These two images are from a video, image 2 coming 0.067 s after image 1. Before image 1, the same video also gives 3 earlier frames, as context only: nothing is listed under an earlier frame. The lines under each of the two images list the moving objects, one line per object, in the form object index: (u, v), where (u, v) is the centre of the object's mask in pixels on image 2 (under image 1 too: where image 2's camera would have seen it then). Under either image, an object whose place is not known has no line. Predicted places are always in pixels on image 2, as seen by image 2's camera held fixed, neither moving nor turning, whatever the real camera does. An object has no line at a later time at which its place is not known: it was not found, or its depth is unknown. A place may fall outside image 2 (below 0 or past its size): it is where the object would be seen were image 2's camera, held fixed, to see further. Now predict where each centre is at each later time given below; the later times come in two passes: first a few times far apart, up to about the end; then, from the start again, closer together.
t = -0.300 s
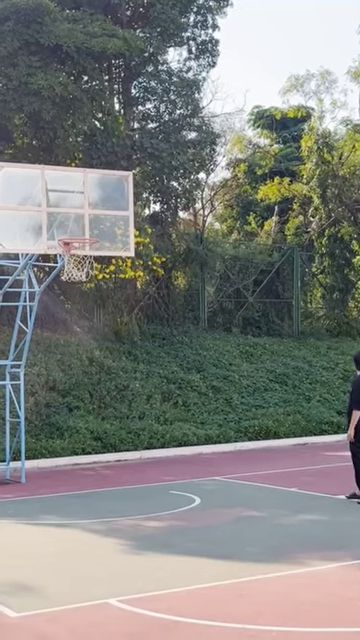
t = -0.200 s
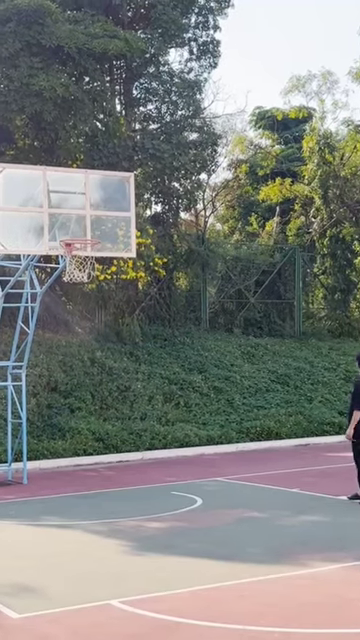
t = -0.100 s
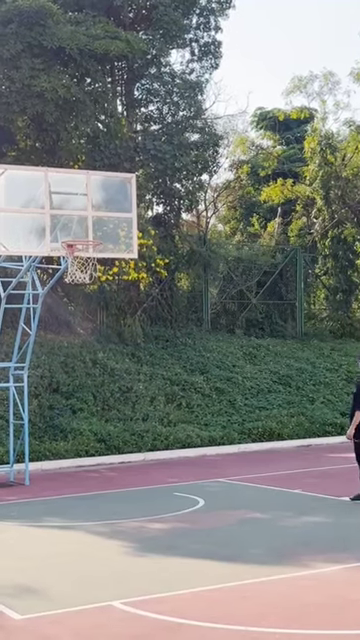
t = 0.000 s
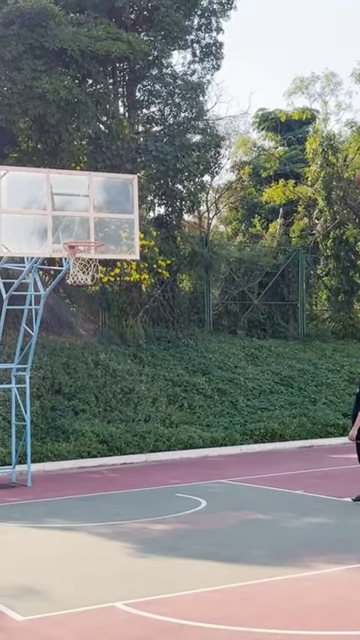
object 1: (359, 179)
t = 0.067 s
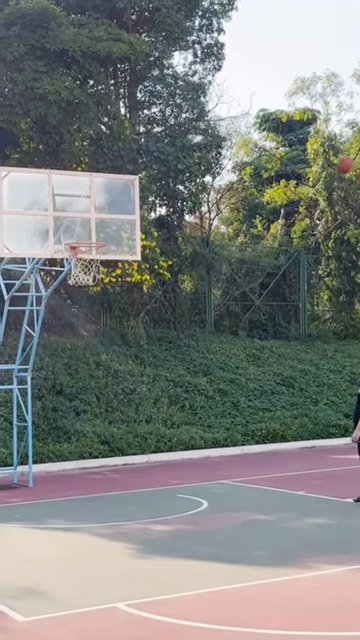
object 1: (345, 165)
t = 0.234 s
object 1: (291, 140)
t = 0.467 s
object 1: (212, 140)
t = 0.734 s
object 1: (120, 193)
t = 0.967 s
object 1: (107, 229)
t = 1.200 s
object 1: (182, 230)
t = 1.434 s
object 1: (267, 280)
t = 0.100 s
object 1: (333, 158)
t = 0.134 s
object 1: (323, 152)
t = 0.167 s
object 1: (311, 148)
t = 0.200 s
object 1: (301, 143)
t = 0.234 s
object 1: (291, 140)
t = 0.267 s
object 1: (280, 138)
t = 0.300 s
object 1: (269, 136)
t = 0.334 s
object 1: (258, 136)
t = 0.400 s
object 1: (234, 136)
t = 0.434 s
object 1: (223, 138)
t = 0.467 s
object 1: (212, 140)
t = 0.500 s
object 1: (202, 143)
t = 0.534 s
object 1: (191, 146)
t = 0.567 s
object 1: (179, 152)
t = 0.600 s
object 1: (167, 159)
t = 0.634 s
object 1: (155, 165)
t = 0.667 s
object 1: (144, 173)
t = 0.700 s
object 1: (132, 182)
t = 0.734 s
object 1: (120, 193)
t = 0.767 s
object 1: (107, 204)
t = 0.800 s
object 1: (95, 216)
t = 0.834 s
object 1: (82, 229)
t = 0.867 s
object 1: (74, 240)
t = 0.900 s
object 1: (84, 235)
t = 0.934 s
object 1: (95, 233)
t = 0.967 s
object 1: (107, 229)
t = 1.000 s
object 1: (116, 226)
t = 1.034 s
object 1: (127, 225)
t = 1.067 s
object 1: (138, 223)
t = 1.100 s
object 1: (149, 223)
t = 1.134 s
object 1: (159, 224)
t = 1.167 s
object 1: (171, 226)
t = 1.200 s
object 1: (182, 230)
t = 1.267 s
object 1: (204, 239)
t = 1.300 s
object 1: (217, 245)
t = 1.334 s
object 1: (229, 252)
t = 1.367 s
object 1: (241, 260)
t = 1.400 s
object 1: (254, 270)
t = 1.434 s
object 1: (267, 280)
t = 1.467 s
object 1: (280, 293)
